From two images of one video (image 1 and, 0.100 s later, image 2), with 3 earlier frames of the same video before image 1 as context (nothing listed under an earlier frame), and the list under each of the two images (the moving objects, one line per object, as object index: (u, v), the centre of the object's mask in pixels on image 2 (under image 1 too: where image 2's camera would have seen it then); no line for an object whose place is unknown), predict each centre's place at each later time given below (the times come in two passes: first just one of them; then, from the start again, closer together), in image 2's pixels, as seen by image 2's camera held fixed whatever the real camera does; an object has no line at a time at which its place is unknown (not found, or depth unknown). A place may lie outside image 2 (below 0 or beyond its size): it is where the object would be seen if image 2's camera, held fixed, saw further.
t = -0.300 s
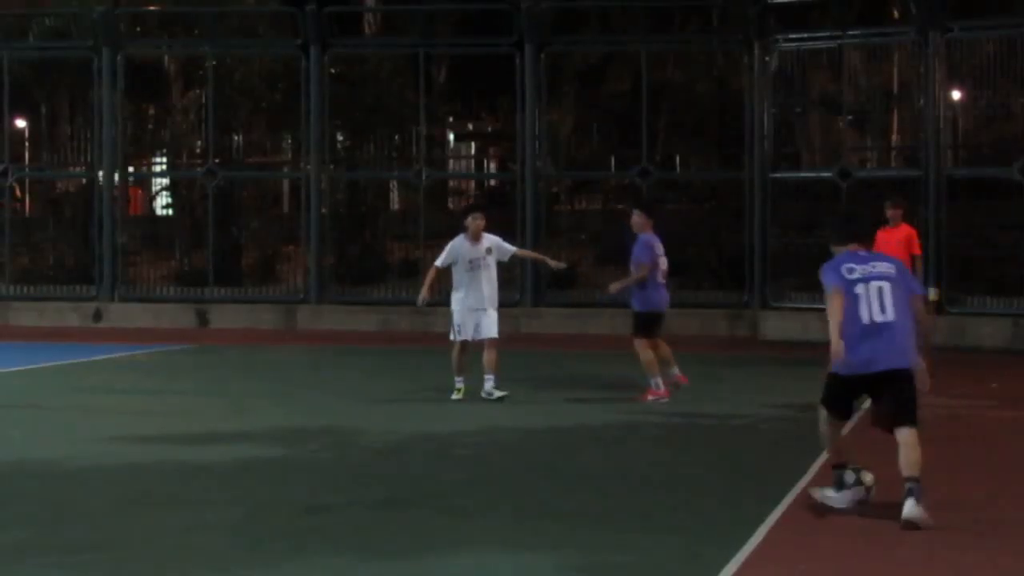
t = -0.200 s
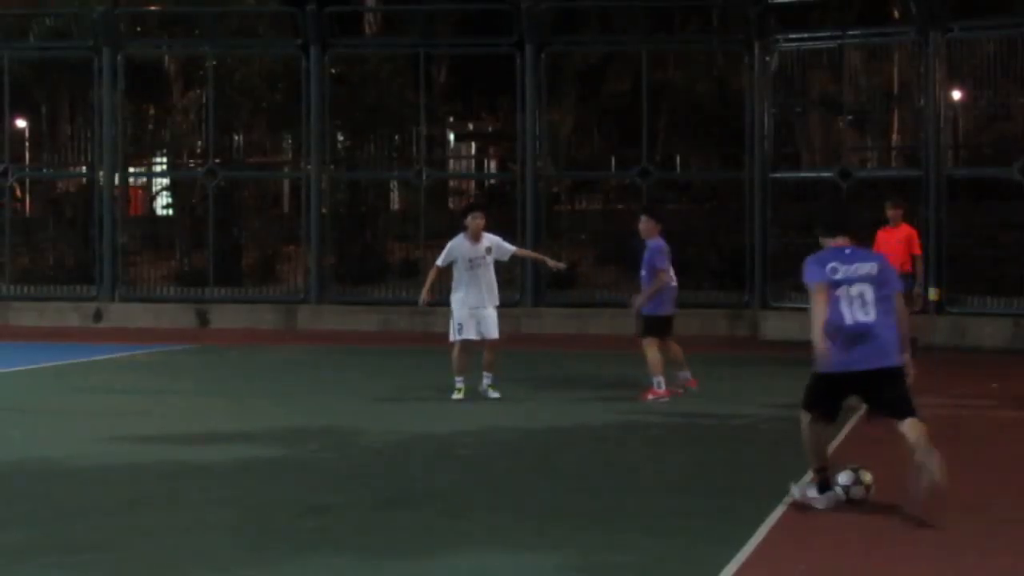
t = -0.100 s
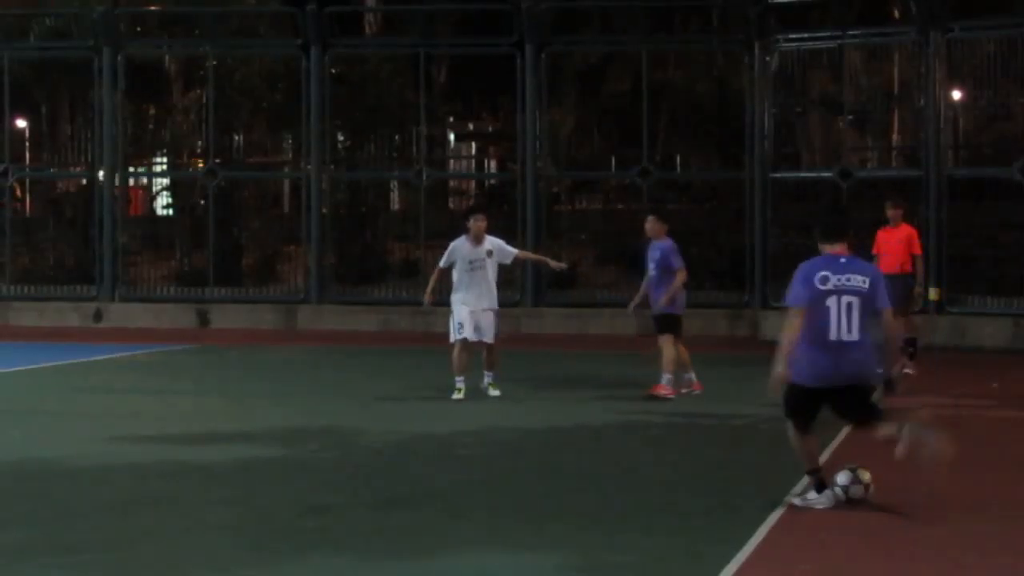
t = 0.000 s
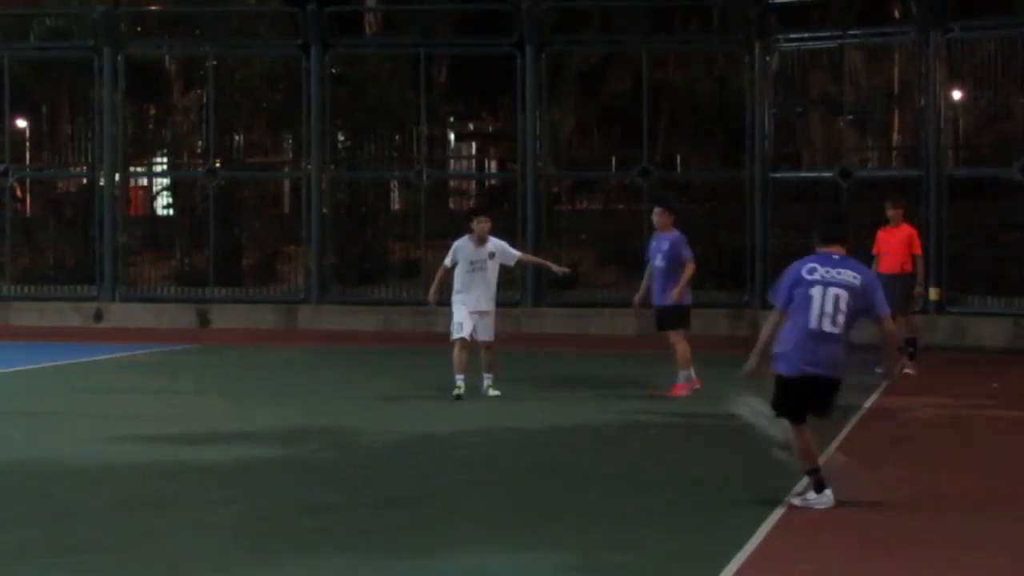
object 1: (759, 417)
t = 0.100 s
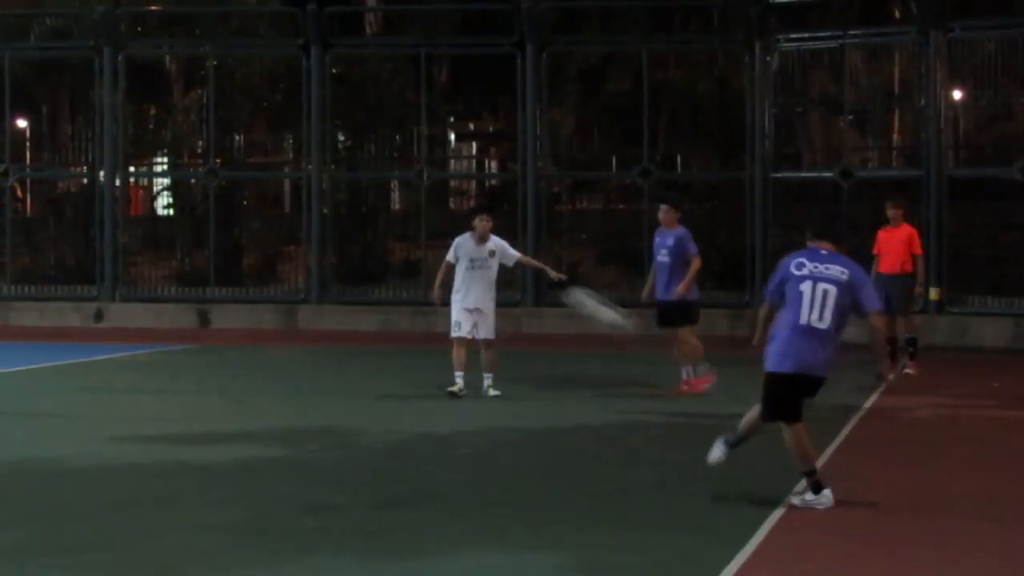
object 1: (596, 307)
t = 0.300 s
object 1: (330, 175)
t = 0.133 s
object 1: (547, 281)
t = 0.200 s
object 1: (444, 224)
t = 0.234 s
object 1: (411, 209)
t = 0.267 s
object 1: (369, 192)
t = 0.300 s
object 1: (330, 175)
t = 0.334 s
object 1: (295, 160)
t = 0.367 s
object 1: (297, 149)
